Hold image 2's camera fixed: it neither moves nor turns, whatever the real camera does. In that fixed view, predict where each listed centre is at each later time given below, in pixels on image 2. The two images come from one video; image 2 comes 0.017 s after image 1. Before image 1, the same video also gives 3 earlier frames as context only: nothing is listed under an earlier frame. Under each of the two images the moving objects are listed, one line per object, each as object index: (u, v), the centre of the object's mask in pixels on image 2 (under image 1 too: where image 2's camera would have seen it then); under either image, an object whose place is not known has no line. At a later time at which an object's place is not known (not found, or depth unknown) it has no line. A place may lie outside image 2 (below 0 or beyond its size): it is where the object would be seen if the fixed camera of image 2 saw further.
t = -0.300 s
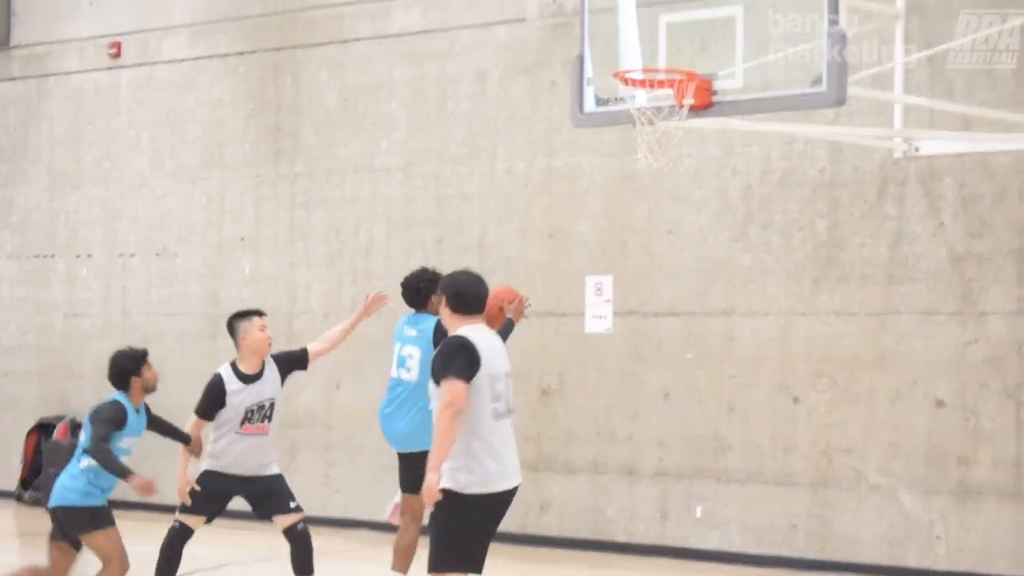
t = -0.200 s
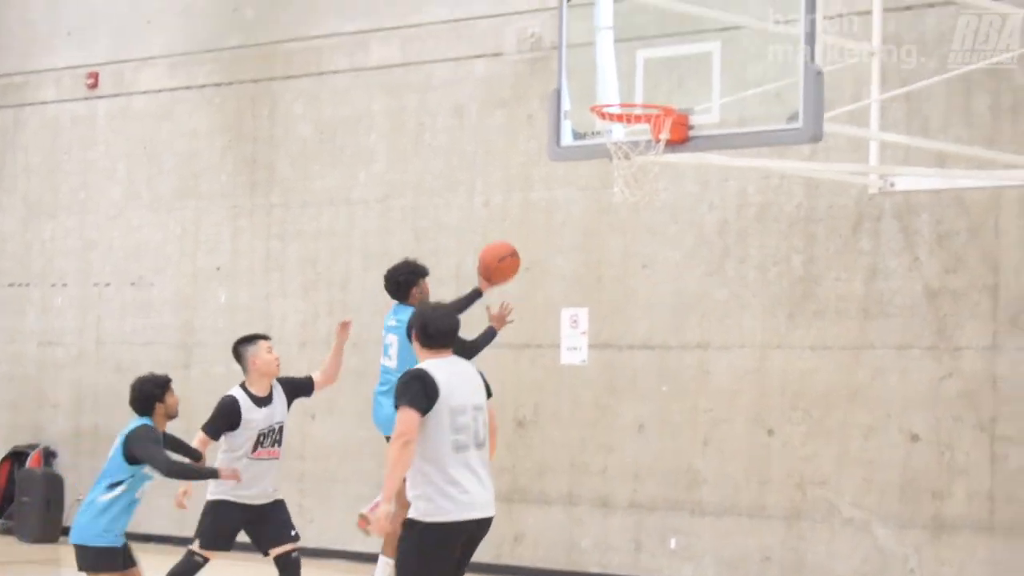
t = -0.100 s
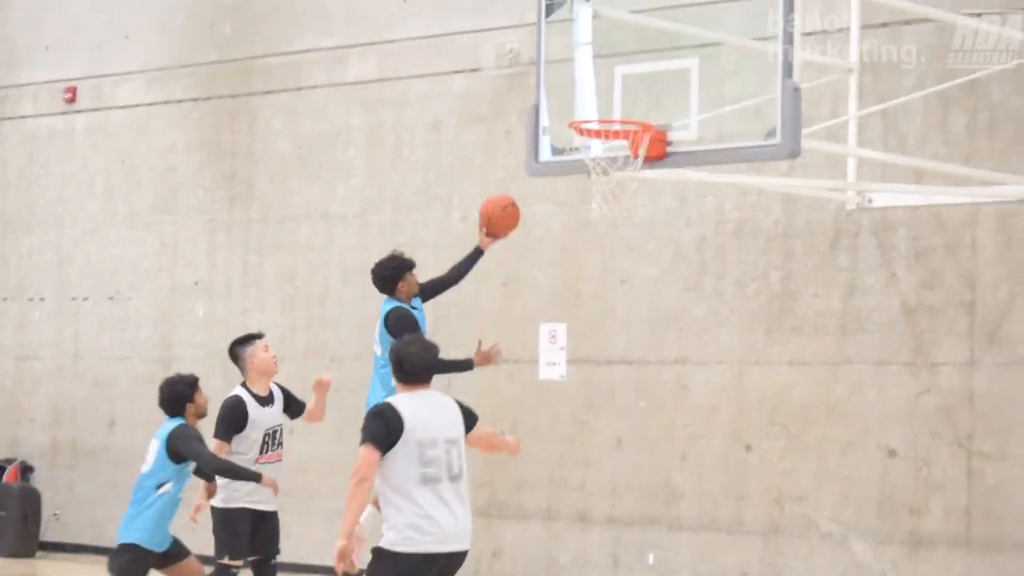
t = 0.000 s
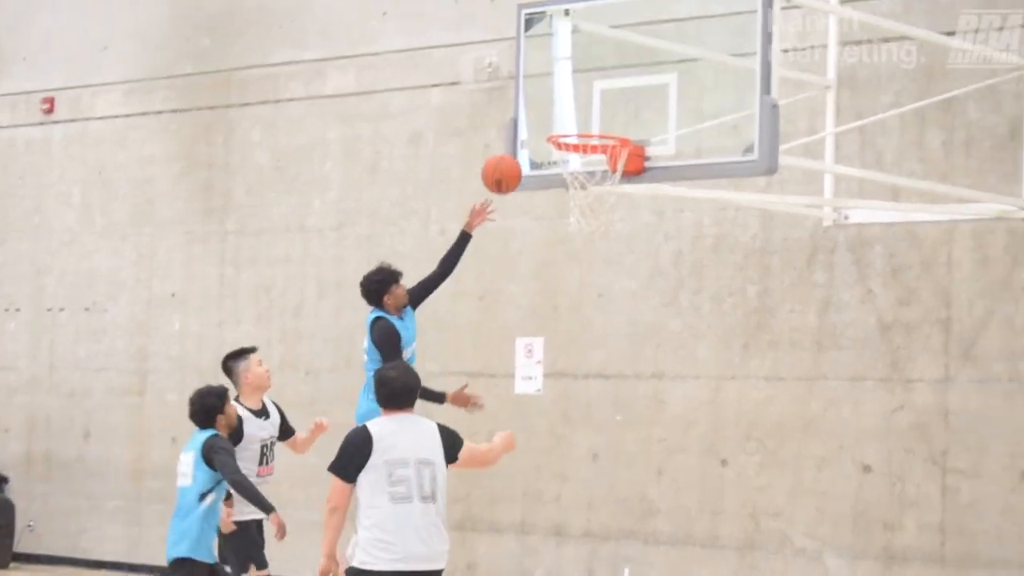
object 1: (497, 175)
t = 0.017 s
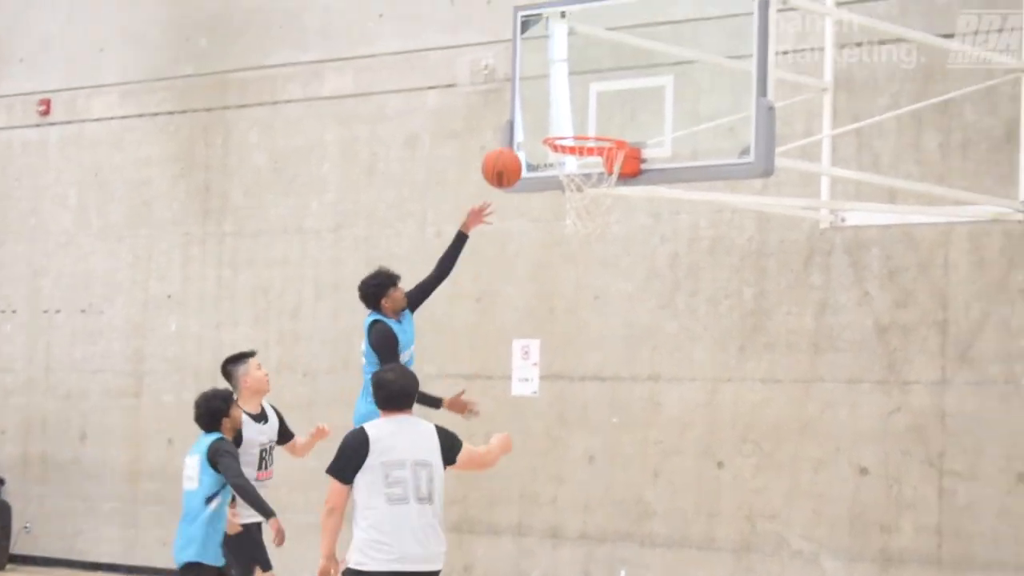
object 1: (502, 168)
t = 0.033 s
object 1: (506, 161)
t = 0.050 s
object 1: (510, 154)
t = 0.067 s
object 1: (515, 147)
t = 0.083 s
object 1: (519, 141)
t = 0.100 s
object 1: (523, 136)
